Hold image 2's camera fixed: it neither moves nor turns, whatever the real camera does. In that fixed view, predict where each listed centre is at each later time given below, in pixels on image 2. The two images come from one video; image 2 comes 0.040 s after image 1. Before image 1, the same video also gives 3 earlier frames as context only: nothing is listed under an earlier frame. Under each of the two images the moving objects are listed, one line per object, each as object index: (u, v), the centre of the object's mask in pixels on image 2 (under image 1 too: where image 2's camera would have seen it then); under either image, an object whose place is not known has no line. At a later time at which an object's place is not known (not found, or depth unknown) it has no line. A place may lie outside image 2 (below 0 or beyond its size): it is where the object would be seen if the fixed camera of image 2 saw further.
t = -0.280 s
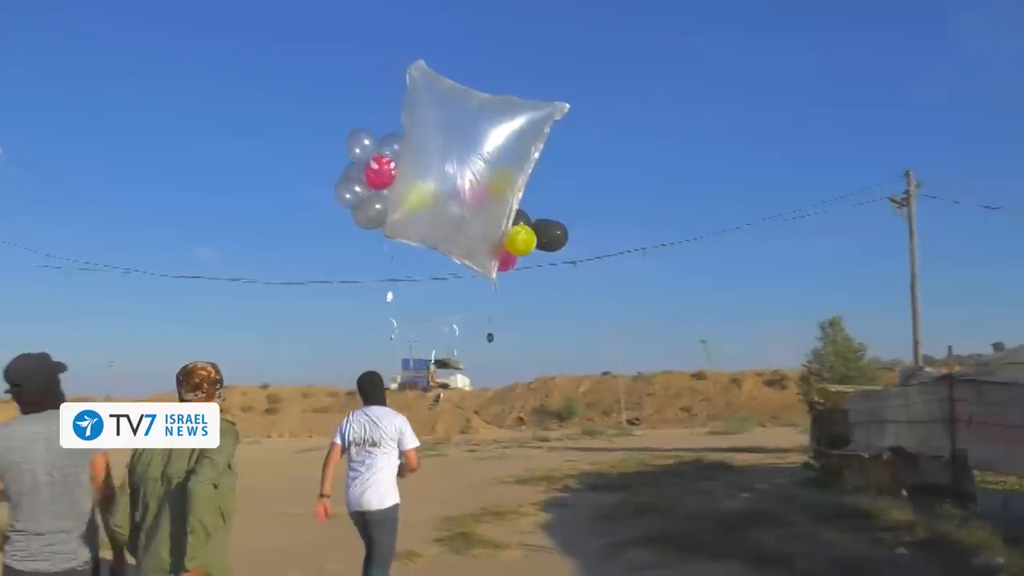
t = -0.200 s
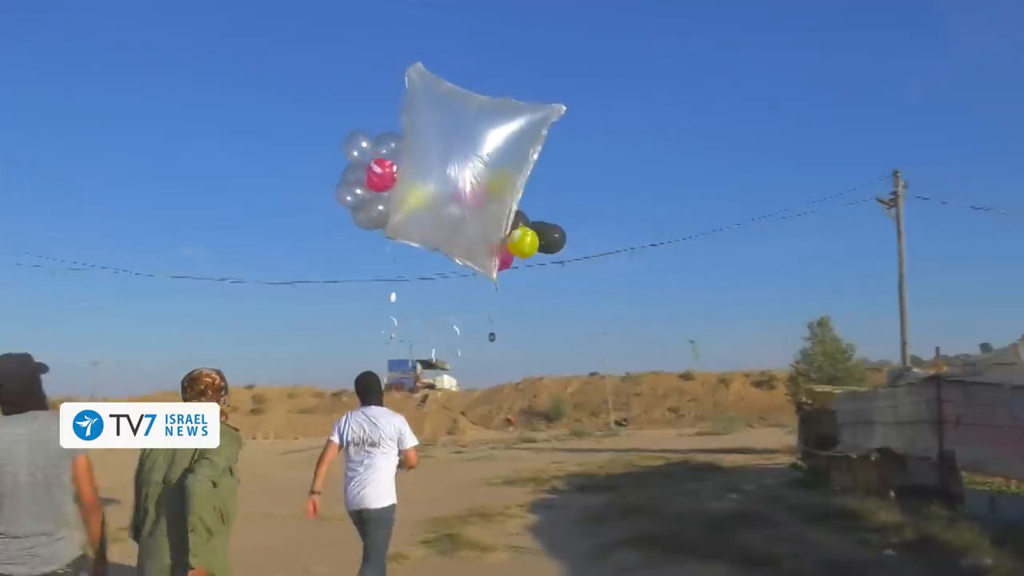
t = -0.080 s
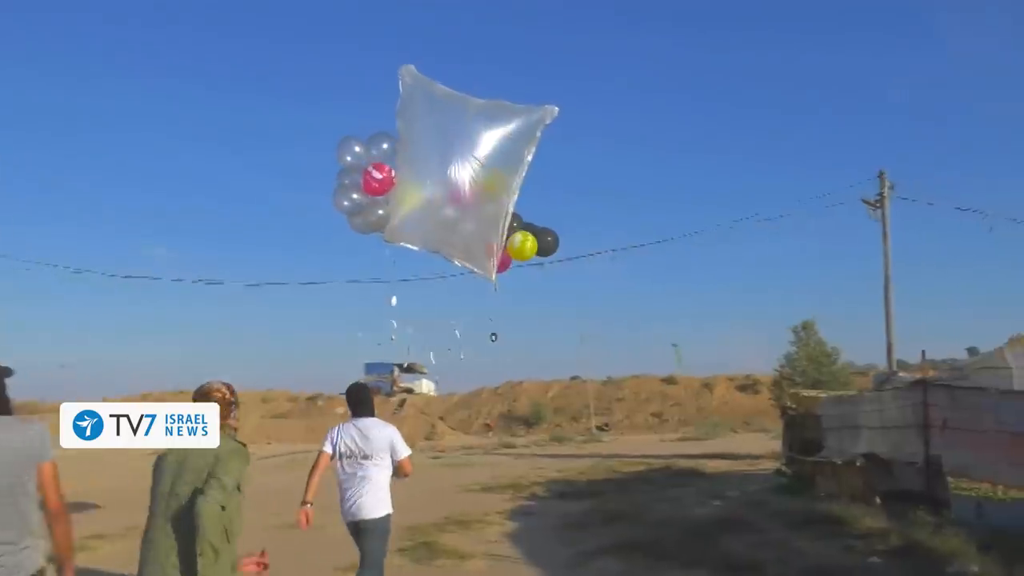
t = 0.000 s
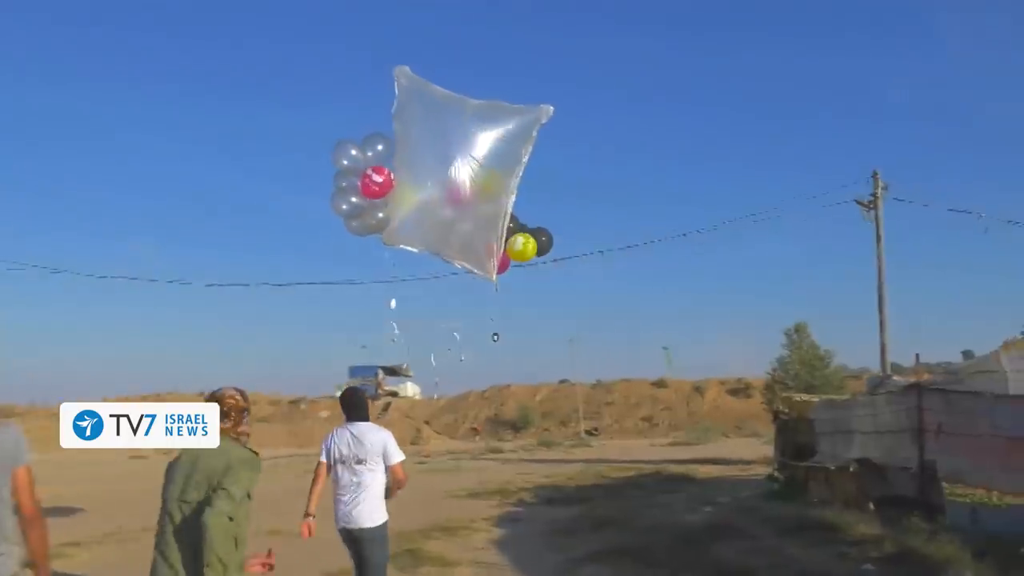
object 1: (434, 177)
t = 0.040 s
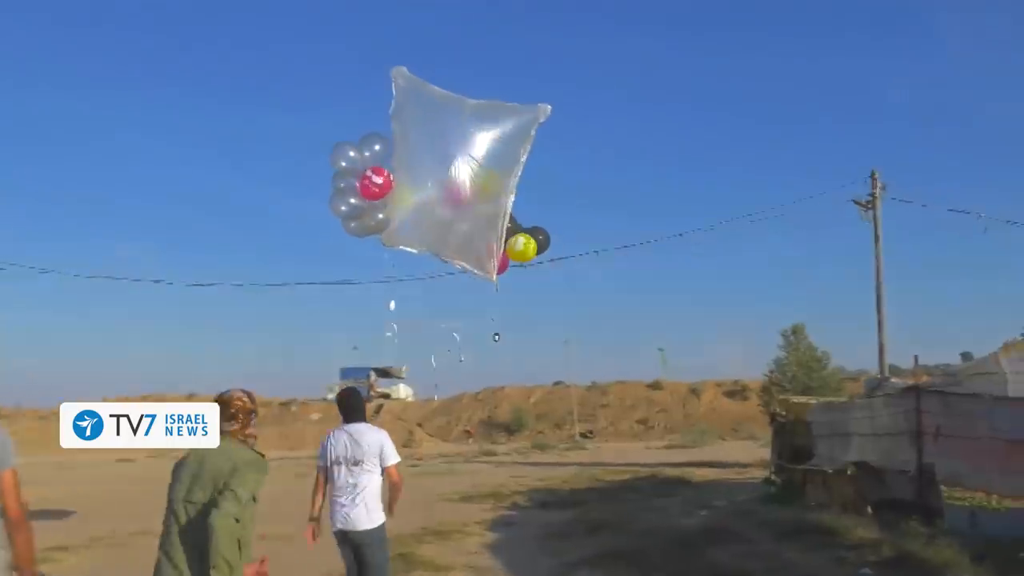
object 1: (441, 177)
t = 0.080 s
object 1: (447, 178)
